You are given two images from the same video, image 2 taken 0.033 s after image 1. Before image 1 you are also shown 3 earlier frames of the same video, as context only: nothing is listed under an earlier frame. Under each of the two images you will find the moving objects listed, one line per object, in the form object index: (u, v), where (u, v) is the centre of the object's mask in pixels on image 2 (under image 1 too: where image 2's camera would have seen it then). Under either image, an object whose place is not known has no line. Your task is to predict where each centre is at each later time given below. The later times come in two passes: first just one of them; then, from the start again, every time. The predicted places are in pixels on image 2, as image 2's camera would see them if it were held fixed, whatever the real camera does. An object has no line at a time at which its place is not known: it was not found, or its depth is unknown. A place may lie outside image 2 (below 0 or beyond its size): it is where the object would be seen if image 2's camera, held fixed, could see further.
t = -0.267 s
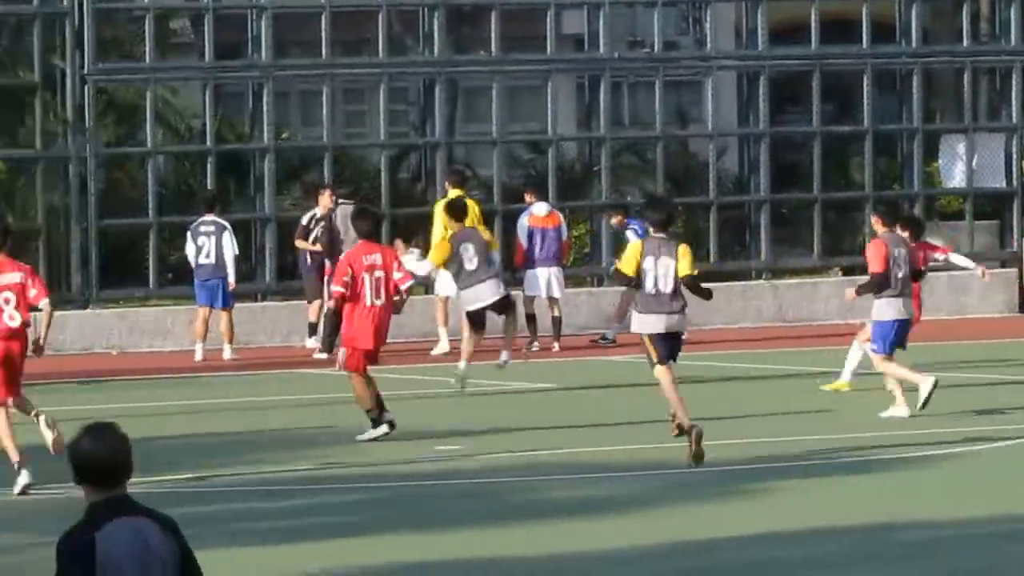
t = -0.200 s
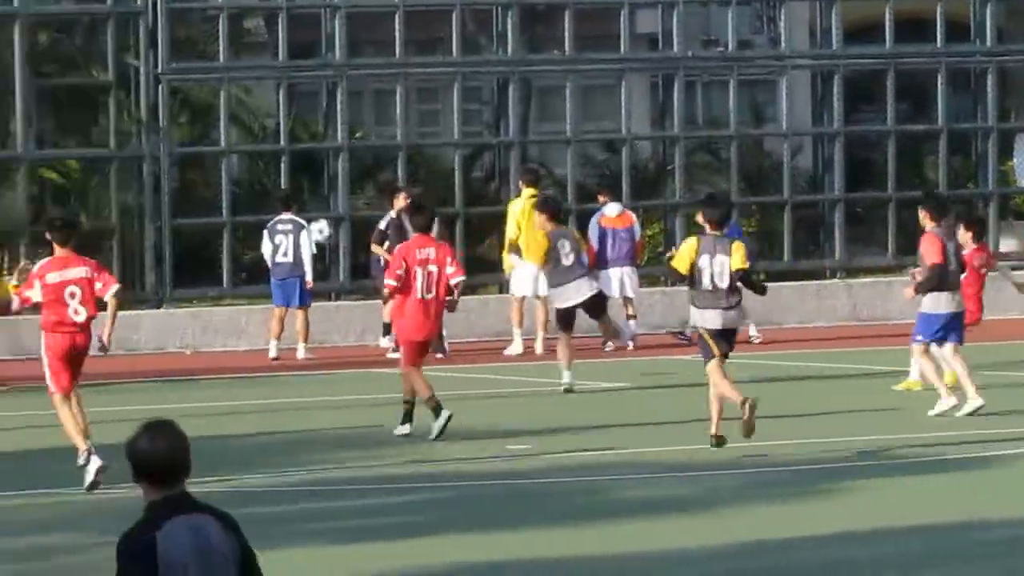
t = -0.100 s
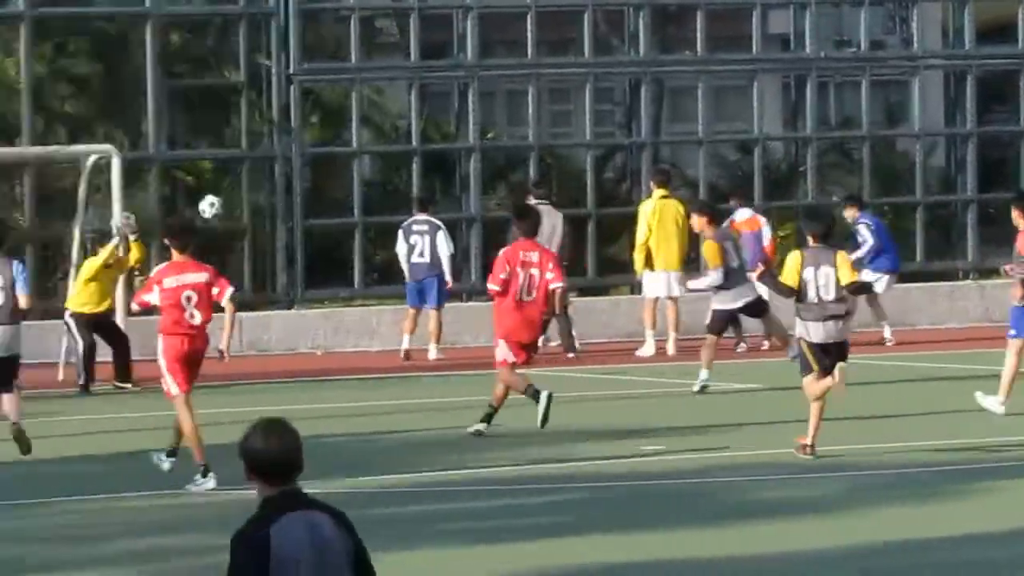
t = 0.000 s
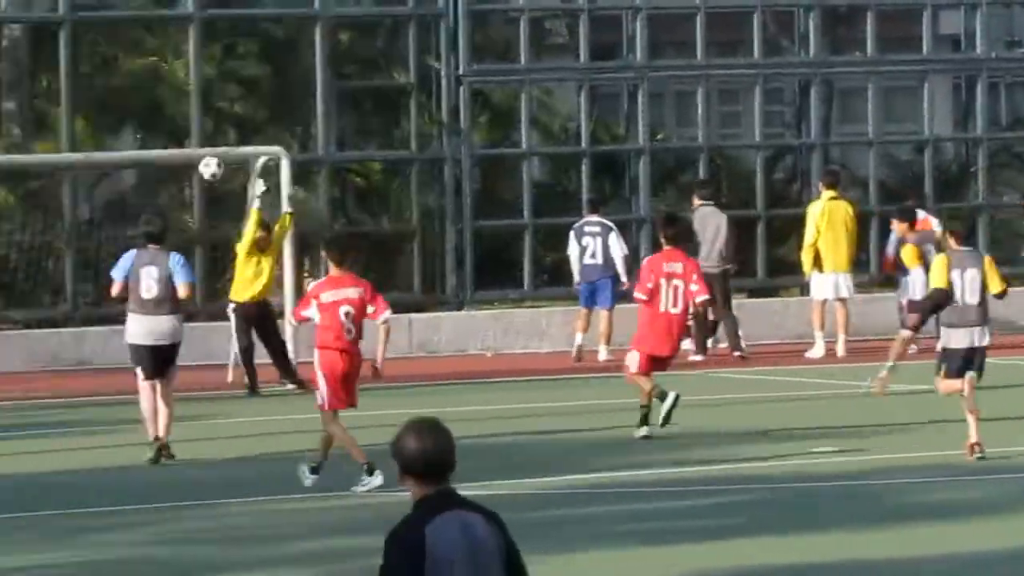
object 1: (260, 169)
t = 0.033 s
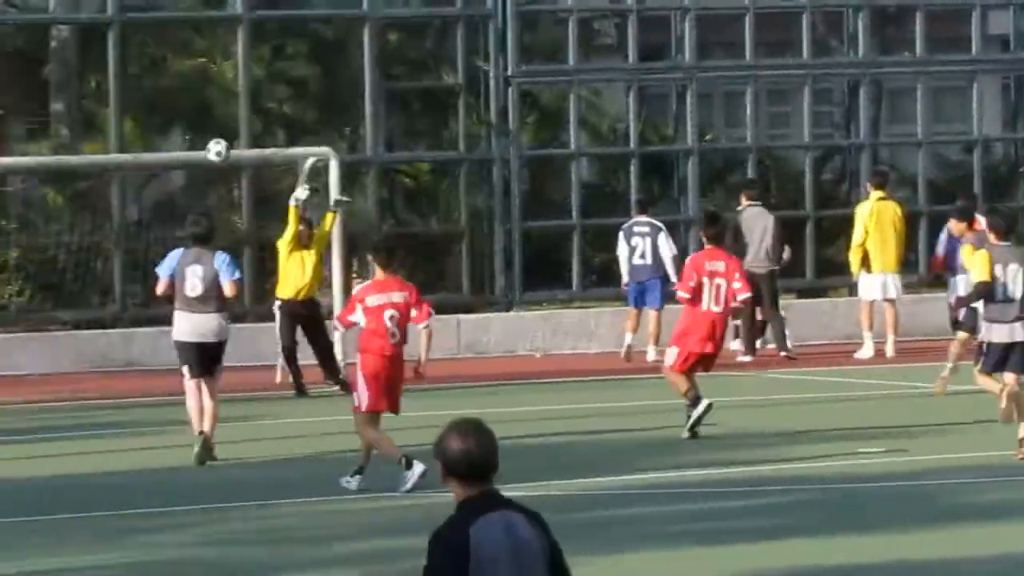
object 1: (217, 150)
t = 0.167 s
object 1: (55, 92)
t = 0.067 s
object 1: (177, 135)
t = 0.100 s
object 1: (137, 118)
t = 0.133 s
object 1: (95, 104)
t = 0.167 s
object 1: (55, 92)
